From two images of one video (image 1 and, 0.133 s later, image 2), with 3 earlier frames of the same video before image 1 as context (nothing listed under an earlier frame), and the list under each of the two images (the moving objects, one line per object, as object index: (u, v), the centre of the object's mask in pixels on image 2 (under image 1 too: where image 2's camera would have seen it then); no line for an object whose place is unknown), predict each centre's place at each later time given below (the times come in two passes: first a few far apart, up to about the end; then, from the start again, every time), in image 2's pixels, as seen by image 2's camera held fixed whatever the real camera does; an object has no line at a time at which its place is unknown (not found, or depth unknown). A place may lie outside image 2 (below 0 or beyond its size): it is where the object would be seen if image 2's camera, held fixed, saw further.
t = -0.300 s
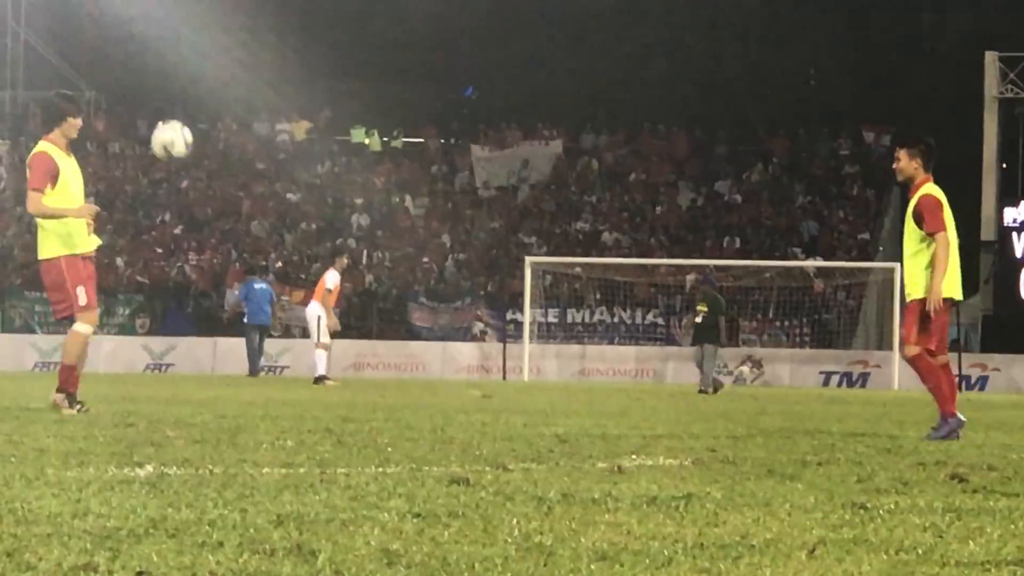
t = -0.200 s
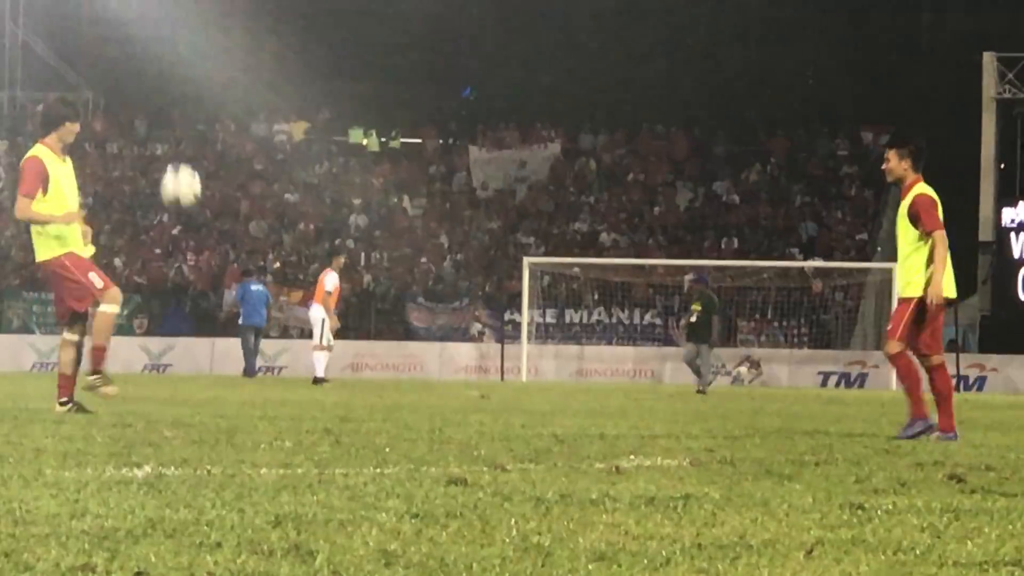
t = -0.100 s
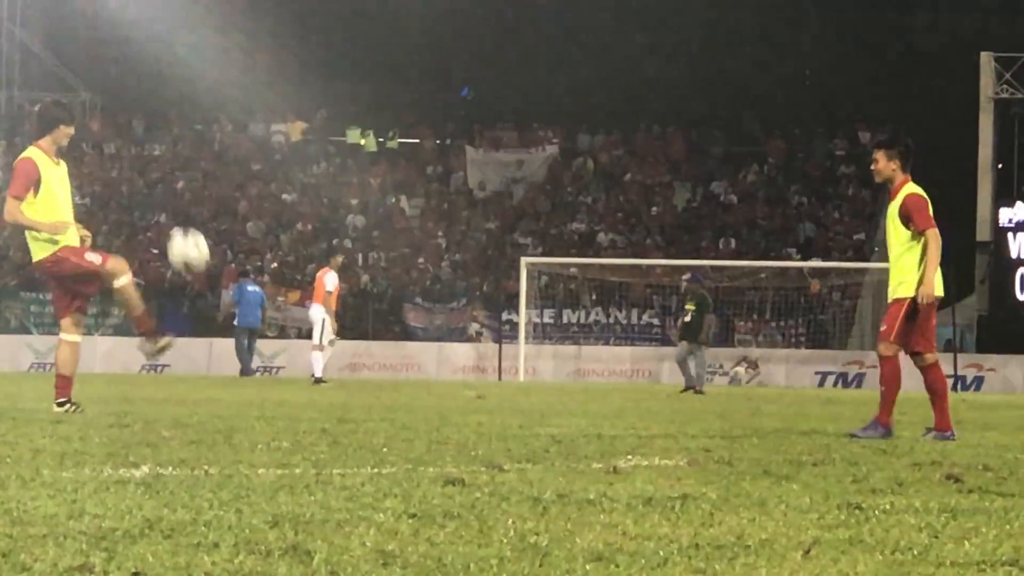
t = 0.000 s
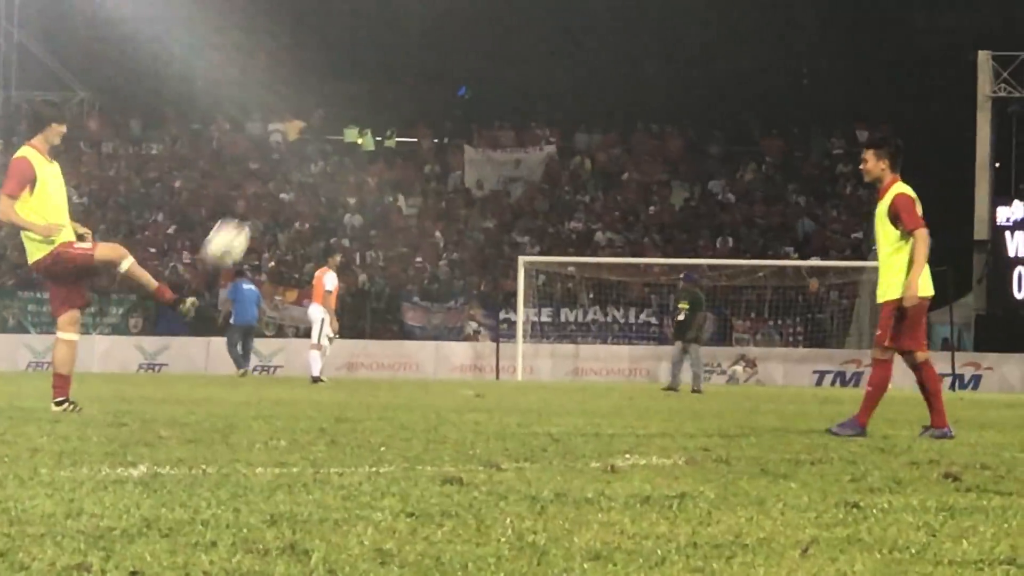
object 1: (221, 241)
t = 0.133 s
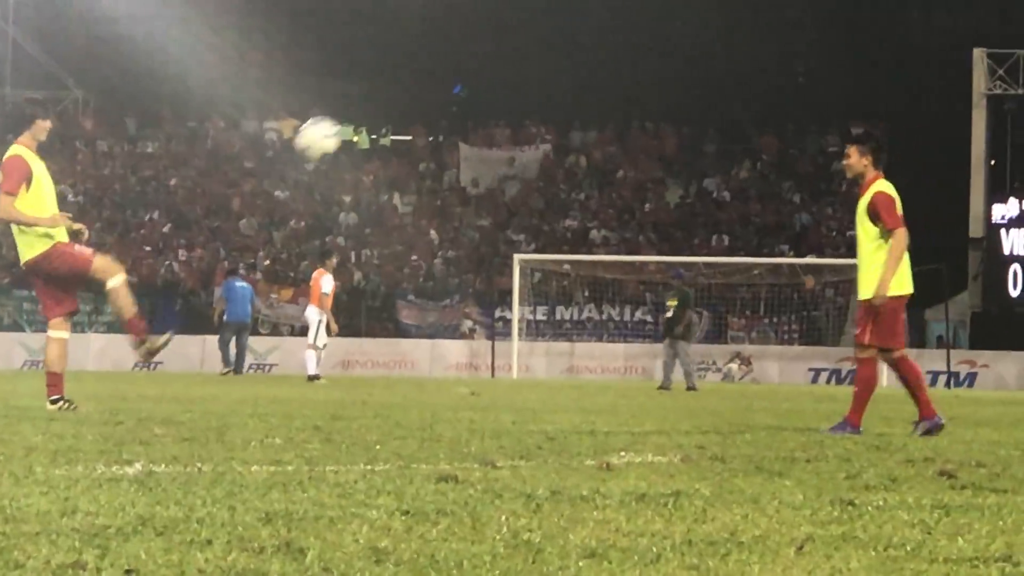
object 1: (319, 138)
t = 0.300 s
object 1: (436, 56)
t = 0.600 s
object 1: (648, 40)
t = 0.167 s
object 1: (343, 118)
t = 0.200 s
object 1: (366, 99)
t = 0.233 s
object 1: (390, 83)
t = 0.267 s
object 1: (413, 68)
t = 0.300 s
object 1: (436, 56)
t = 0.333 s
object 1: (460, 46)
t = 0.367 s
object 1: (484, 39)
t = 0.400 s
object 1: (507, 33)
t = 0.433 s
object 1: (532, 28)
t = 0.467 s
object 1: (555, 27)
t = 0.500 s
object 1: (578, 28)
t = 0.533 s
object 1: (602, 30)
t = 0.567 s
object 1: (625, 35)
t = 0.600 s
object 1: (648, 40)
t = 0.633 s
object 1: (671, 48)
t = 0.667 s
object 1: (694, 58)
